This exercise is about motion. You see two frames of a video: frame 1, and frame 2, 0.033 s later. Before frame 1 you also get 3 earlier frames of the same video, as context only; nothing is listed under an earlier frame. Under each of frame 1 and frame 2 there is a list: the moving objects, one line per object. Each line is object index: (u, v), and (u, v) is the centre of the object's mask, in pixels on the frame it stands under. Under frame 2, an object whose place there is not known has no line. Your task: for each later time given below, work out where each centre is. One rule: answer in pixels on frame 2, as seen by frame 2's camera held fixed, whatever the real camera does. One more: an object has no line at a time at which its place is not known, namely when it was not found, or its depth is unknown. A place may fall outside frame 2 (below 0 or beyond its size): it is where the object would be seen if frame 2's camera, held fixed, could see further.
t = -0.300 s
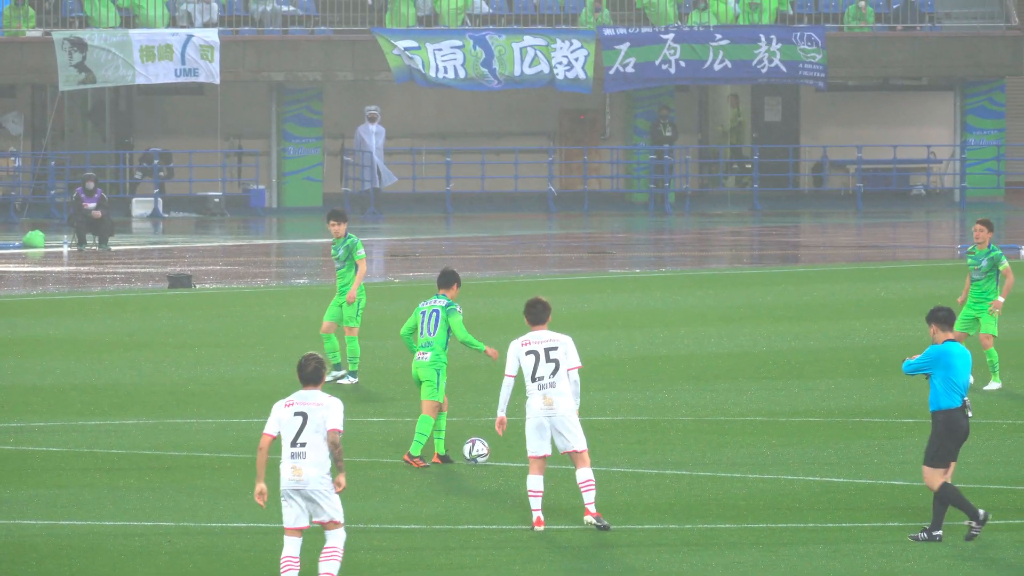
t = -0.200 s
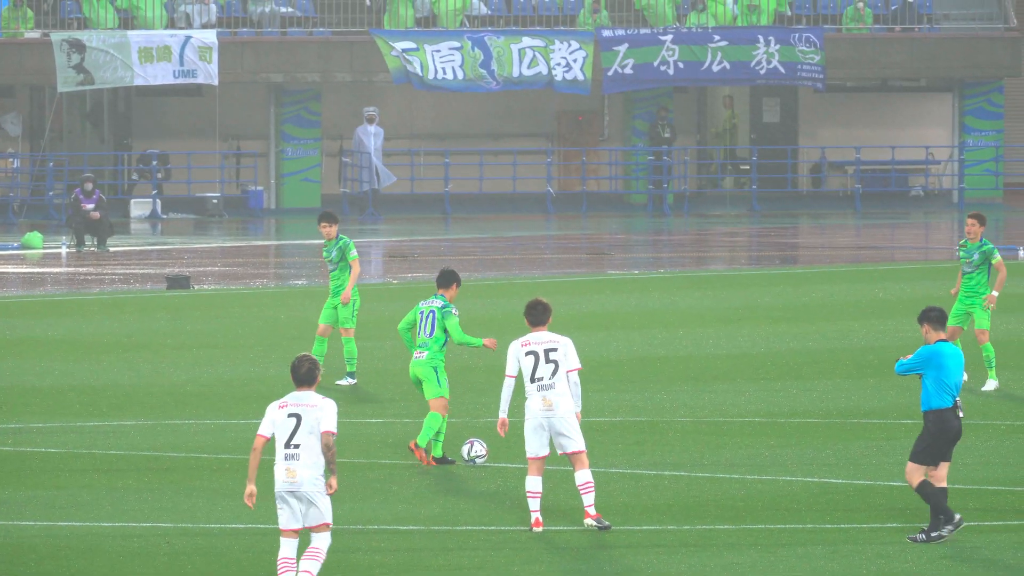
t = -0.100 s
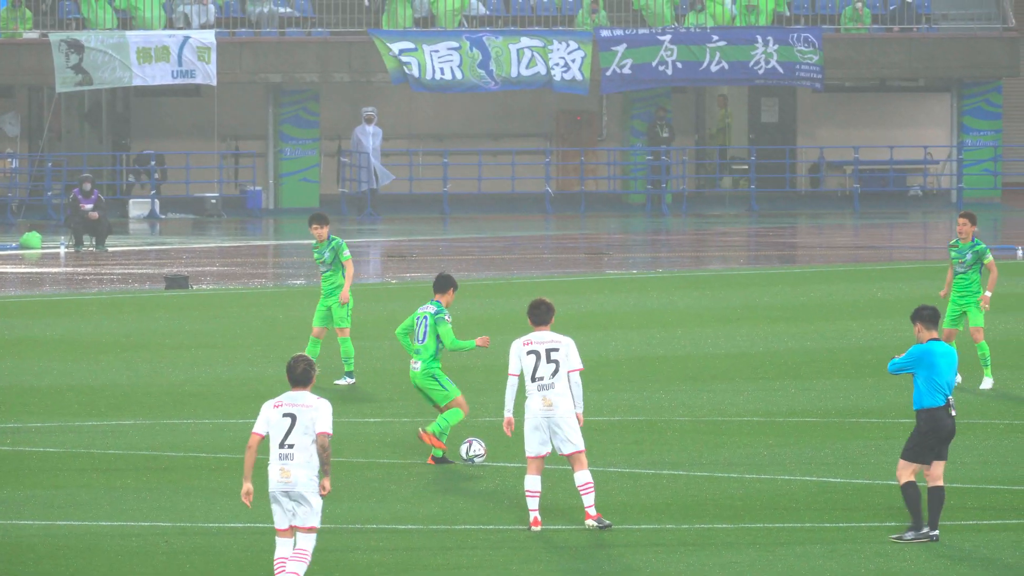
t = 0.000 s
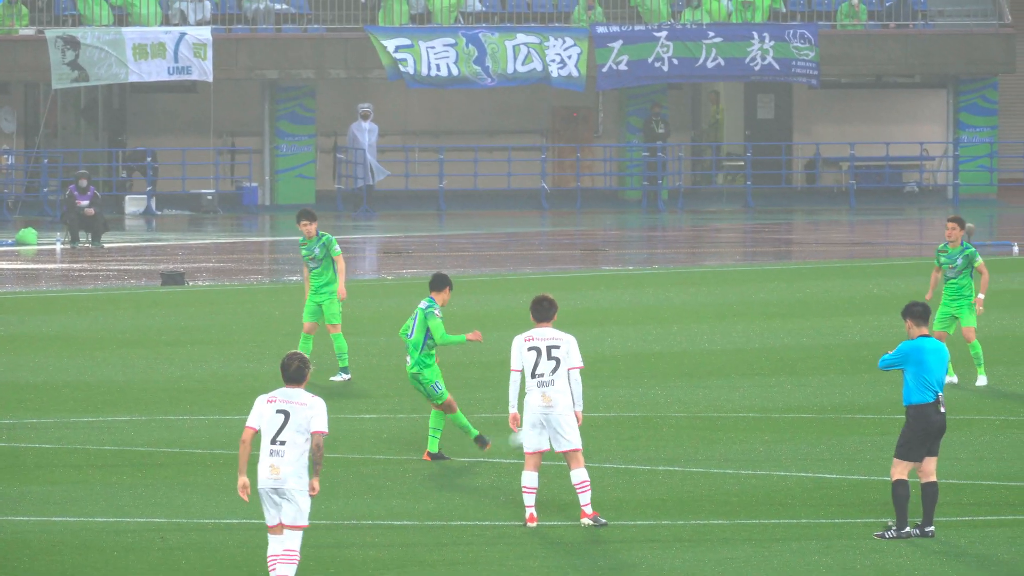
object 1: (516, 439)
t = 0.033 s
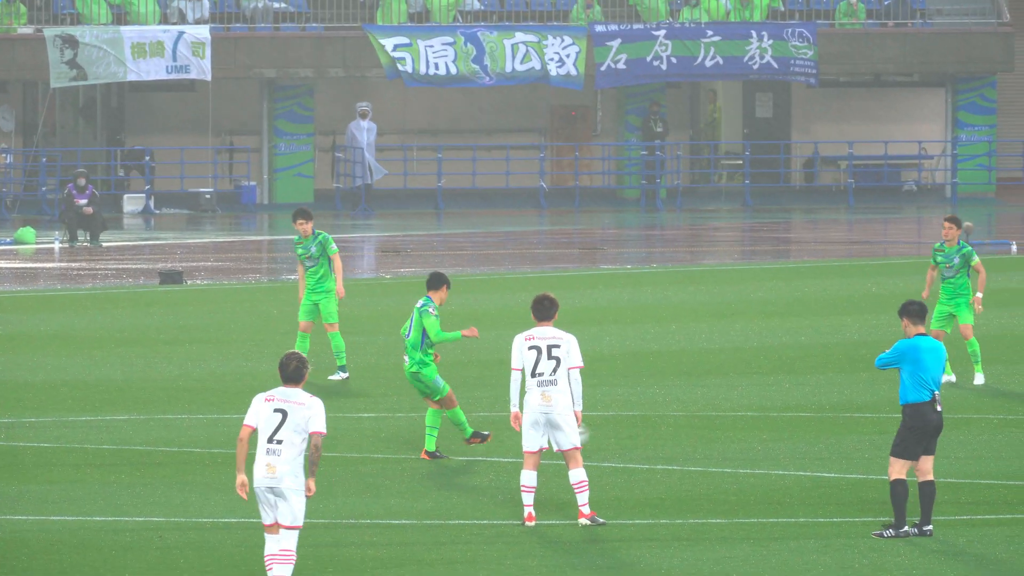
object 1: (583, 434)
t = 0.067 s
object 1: (611, 432)
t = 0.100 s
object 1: (652, 431)
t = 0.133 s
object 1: (695, 432)
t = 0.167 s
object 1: (735, 433)
